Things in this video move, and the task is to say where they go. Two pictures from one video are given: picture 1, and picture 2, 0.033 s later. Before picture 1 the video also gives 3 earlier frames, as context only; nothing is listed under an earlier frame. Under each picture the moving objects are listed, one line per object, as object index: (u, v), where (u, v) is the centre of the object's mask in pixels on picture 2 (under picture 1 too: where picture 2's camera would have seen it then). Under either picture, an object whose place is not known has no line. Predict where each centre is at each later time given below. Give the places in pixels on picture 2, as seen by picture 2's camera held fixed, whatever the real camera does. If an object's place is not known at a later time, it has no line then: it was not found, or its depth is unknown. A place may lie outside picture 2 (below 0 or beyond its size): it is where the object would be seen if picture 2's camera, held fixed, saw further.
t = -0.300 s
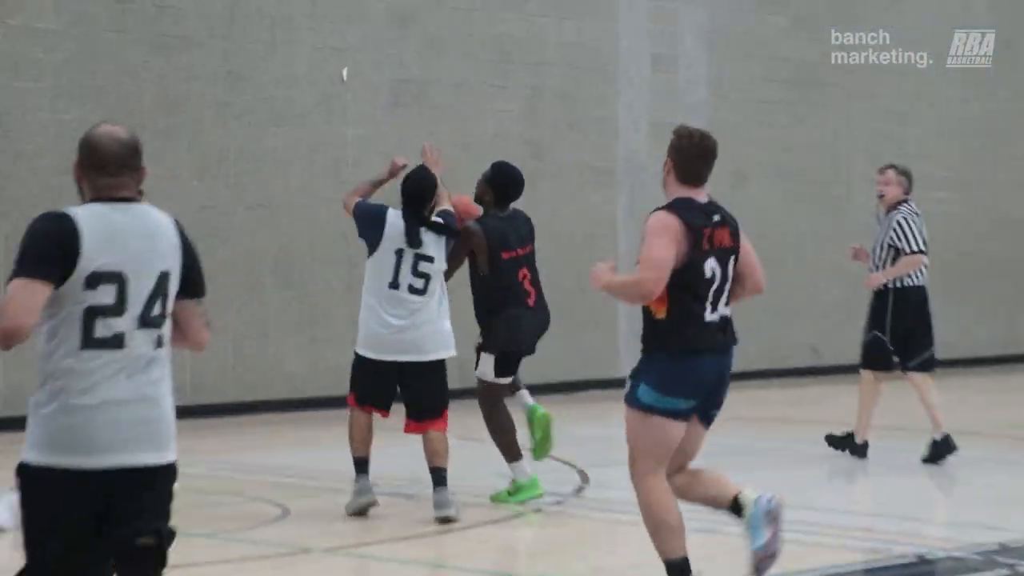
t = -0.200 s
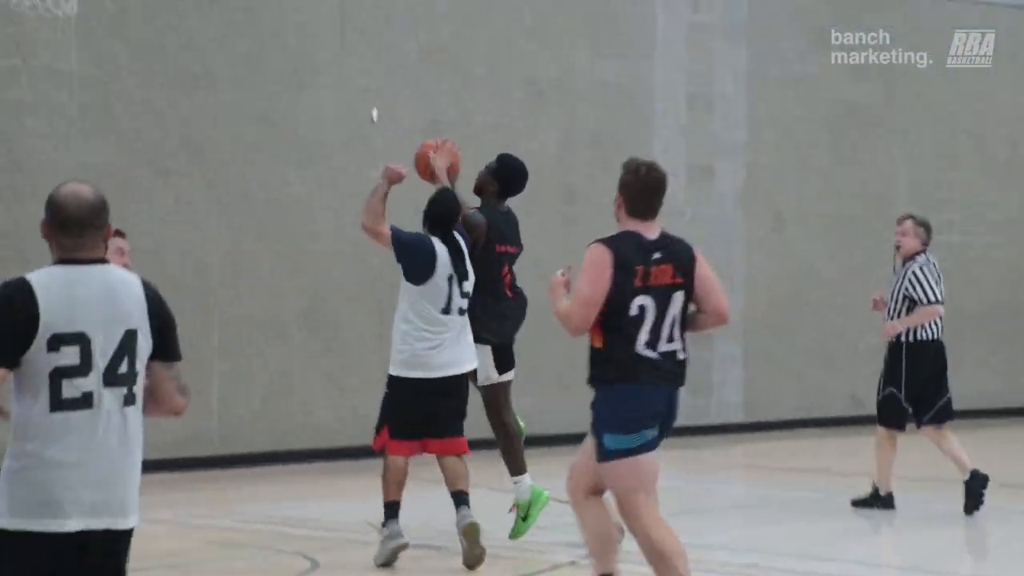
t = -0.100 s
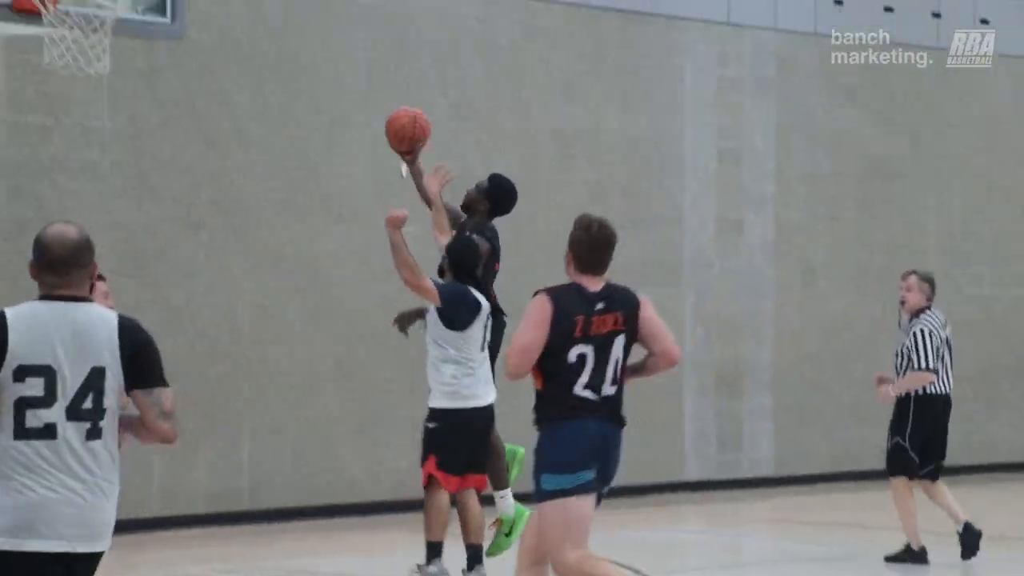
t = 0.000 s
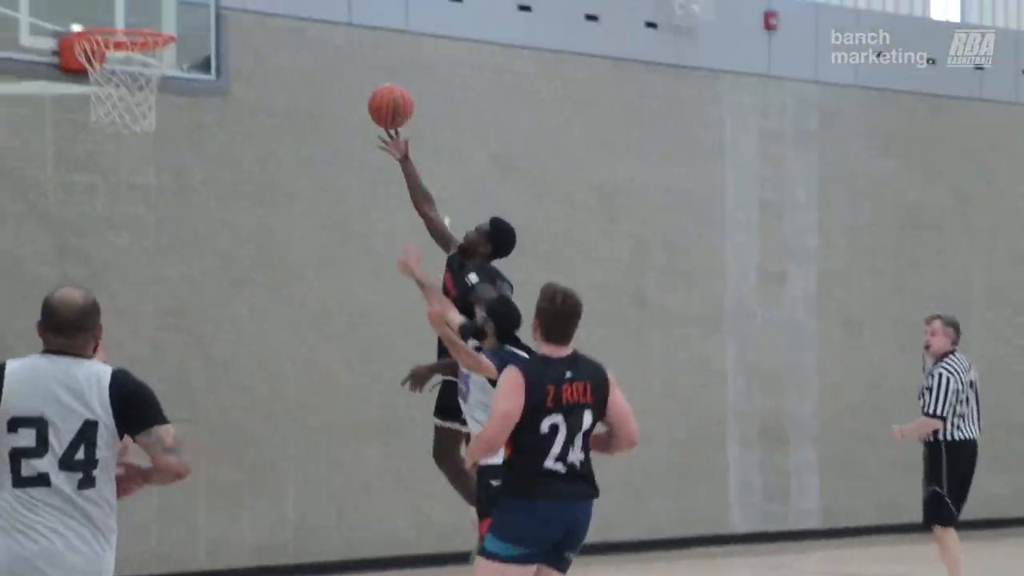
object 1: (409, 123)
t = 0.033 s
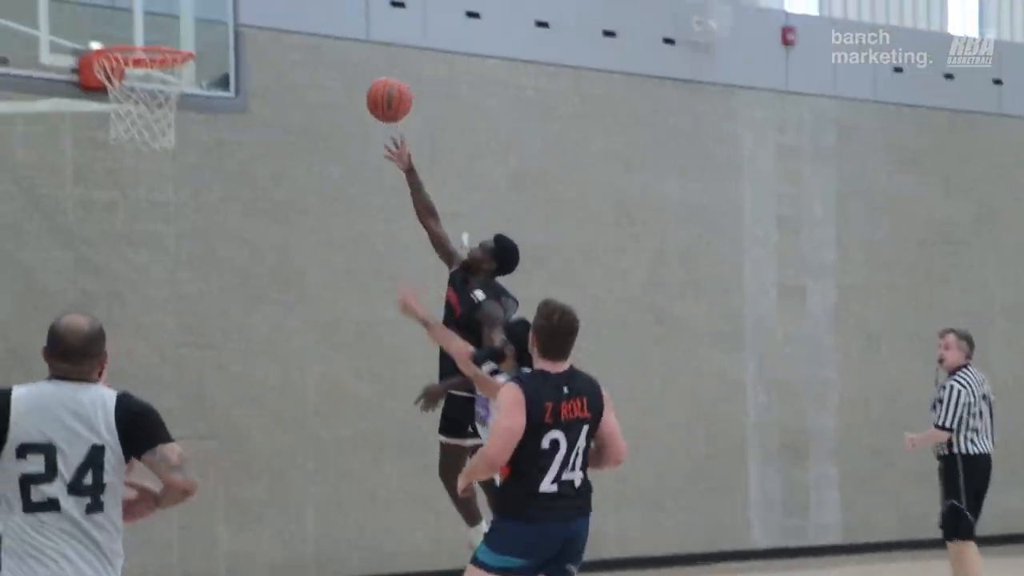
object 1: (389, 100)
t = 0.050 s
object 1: (379, 89)
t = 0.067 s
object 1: (369, 79)
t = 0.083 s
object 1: (359, 69)
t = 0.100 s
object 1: (349, 60)
